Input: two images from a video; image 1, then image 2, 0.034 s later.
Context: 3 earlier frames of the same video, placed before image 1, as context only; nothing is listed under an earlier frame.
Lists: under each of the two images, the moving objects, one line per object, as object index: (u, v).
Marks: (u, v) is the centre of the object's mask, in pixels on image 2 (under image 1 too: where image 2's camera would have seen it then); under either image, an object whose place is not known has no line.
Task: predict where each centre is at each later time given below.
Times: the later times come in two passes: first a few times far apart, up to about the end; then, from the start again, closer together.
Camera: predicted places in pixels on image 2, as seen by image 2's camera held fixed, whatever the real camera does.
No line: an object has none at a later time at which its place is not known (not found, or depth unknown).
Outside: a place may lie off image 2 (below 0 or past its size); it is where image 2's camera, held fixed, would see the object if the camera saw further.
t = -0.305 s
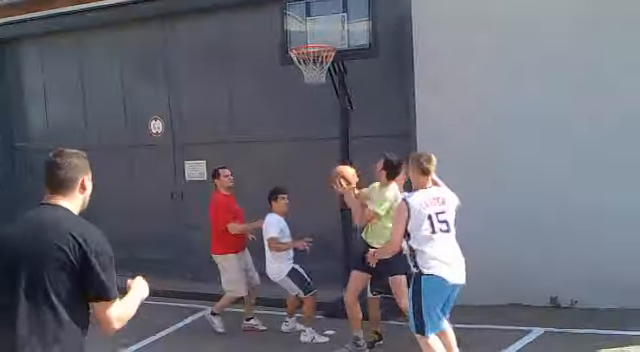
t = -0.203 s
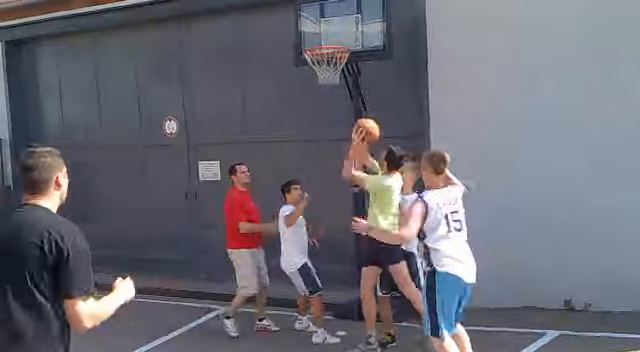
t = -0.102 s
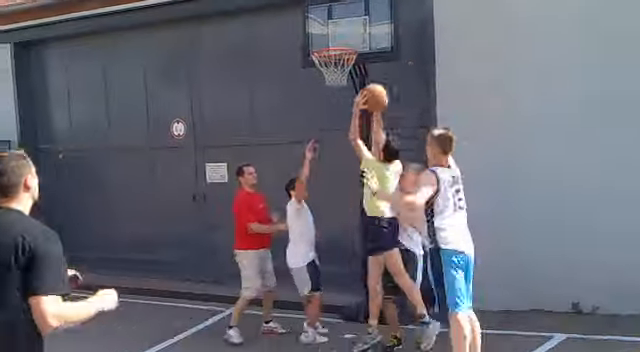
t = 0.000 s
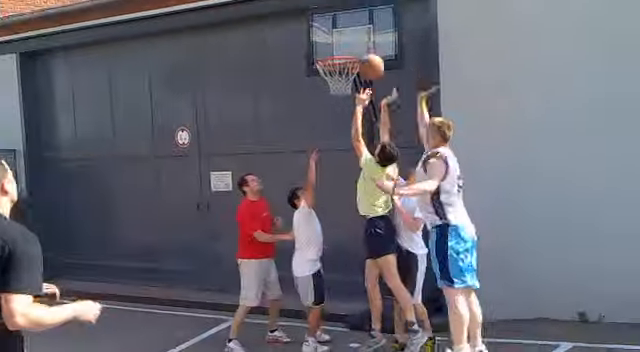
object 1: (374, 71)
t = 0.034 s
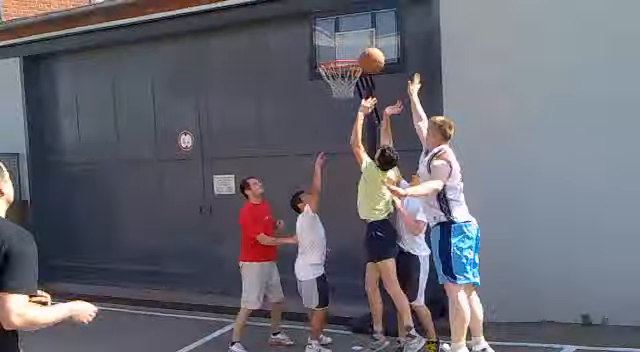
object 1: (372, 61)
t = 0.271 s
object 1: (360, 28)
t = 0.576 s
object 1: (337, 57)
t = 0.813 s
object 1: (335, 86)
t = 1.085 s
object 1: (364, 107)
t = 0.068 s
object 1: (369, 52)
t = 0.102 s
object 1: (367, 45)
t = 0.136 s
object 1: (366, 39)
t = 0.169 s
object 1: (364, 34)
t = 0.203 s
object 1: (363, 31)
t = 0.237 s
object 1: (361, 29)
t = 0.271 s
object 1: (360, 28)
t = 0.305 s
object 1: (358, 28)
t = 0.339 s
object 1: (356, 30)
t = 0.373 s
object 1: (354, 31)
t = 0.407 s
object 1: (354, 35)
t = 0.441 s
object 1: (354, 40)
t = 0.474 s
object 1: (352, 45)
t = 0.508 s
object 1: (349, 50)
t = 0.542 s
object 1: (343, 52)
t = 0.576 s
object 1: (337, 57)
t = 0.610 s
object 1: (333, 57)
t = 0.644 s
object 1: (330, 65)
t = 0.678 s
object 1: (327, 72)
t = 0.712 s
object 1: (330, 76)
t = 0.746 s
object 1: (330, 79)
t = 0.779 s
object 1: (332, 86)
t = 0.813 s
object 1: (335, 86)
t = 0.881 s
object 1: (345, 94)
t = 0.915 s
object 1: (349, 94)
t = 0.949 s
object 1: (353, 95)
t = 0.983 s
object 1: (354, 95)
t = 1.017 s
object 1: (358, 96)
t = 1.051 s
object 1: (360, 101)
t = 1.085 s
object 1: (364, 107)
